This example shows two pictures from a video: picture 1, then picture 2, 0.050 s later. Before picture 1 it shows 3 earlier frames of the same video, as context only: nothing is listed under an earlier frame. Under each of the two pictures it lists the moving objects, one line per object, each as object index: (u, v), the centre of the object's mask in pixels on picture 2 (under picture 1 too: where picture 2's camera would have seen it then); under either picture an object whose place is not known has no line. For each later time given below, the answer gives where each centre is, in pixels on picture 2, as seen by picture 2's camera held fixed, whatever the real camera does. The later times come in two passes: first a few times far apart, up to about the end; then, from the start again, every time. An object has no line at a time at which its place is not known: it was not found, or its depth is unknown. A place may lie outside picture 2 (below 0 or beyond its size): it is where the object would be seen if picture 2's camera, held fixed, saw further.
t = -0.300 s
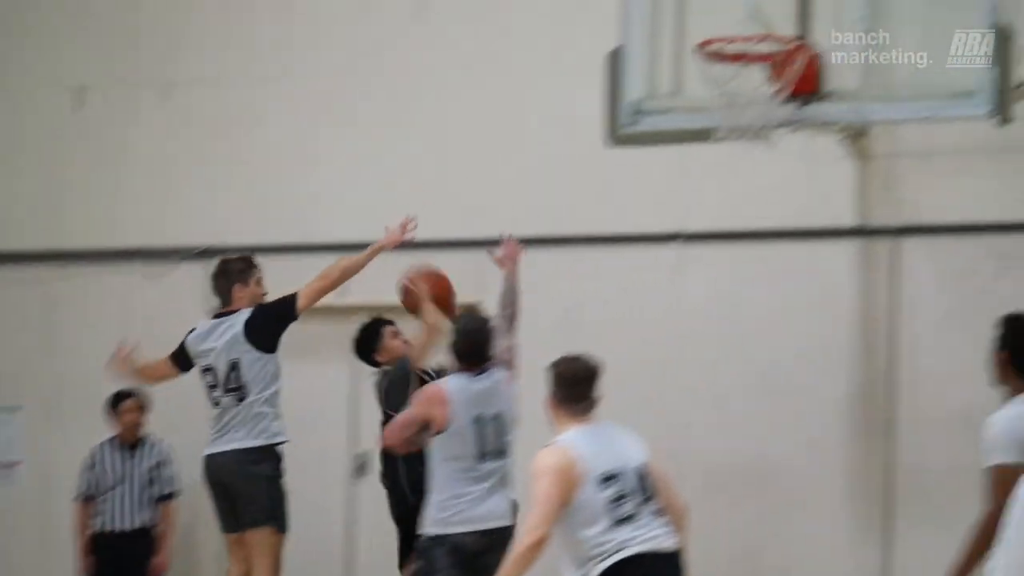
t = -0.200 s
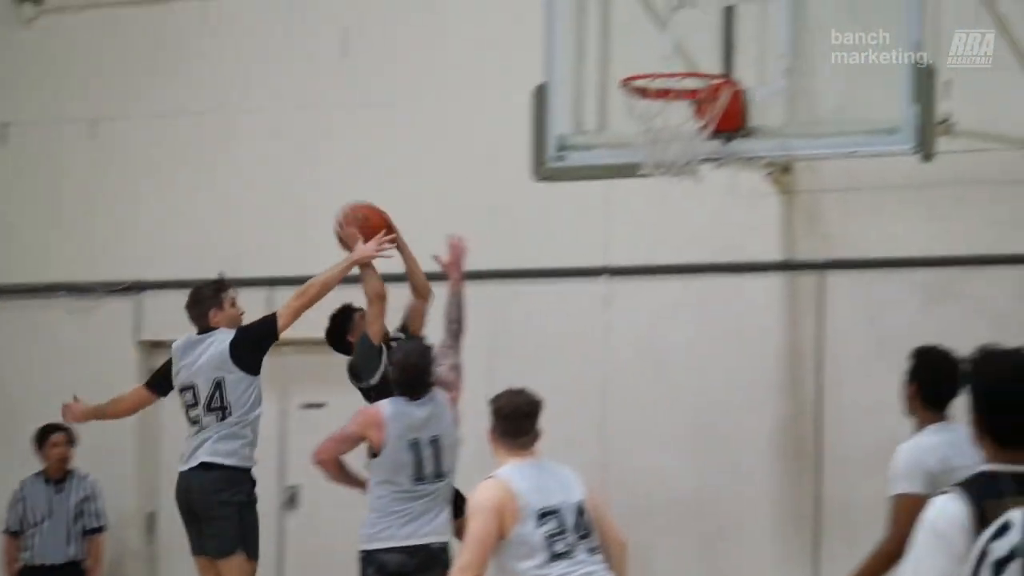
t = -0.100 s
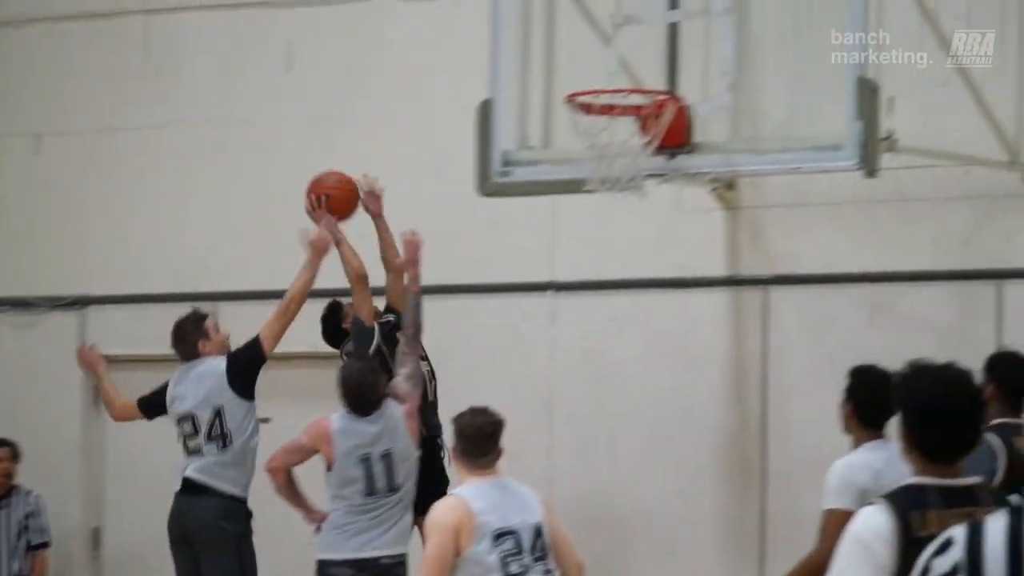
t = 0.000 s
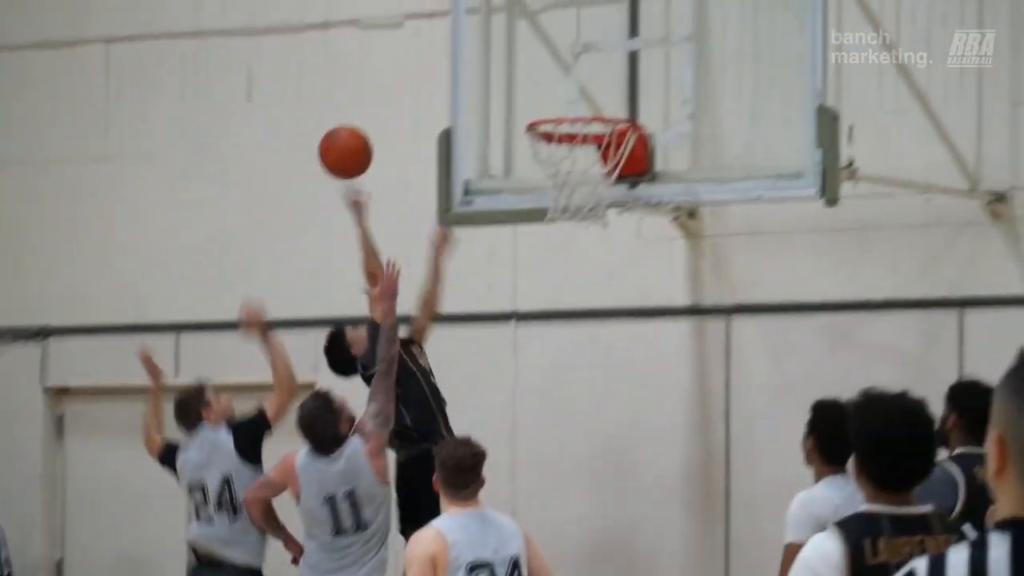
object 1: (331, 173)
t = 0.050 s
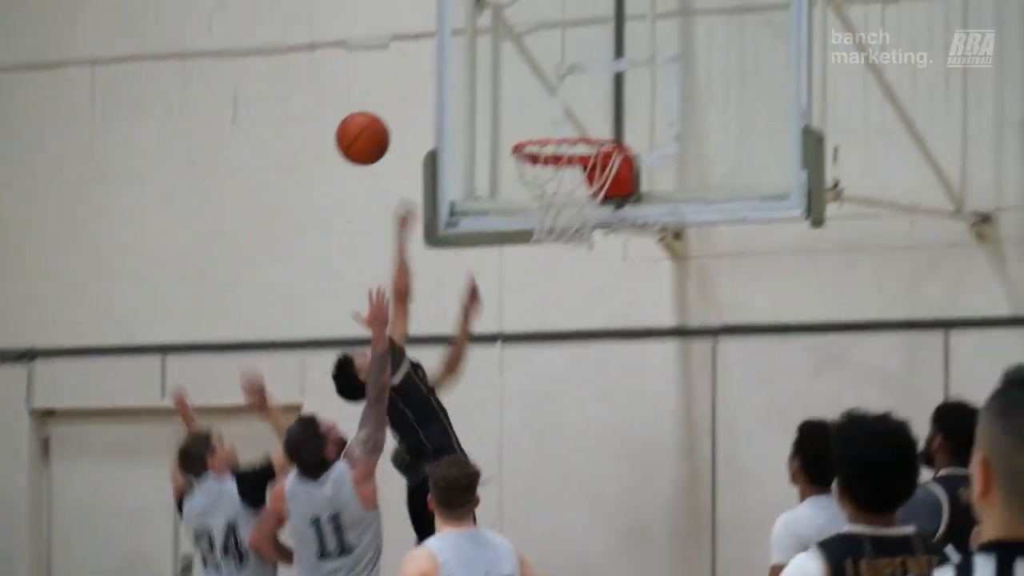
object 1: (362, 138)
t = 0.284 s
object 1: (511, 42)
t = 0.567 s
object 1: (702, 91)
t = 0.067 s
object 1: (373, 127)
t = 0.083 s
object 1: (384, 117)
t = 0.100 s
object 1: (394, 108)
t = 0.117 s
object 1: (405, 98)
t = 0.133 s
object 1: (415, 90)
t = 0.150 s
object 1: (426, 82)
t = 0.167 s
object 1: (436, 75)
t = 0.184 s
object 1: (447, 69)
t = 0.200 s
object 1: (458, 63)
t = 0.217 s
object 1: (468, 58)
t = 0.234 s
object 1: (479, 53)
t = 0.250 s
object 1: (489, 49)
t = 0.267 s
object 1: (500, 45)
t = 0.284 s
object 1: (511, 42)
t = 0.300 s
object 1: (521, 41)
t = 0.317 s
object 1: (533, 39)
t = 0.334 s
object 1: (543, 38)
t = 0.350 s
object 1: (555, 37)
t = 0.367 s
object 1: (566, 38)
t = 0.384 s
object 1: (576, 39)
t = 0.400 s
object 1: (588, 40)
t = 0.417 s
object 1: (600, 42)
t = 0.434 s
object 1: (610, 45)
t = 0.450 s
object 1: (621, 49)
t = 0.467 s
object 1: (633, 52)
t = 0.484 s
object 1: (644, 57)
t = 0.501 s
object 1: (656, 62)
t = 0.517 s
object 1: (667, 69)
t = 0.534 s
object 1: (679, 76)
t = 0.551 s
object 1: (690, 83)
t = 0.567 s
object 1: (702, 91)
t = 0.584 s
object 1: (714, 100)
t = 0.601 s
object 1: (725, 110)
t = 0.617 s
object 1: (738, 120)
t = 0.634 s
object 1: (749, 130)
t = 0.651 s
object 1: (761, 142)
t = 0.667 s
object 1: (773, 154)
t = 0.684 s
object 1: (786, 166)
